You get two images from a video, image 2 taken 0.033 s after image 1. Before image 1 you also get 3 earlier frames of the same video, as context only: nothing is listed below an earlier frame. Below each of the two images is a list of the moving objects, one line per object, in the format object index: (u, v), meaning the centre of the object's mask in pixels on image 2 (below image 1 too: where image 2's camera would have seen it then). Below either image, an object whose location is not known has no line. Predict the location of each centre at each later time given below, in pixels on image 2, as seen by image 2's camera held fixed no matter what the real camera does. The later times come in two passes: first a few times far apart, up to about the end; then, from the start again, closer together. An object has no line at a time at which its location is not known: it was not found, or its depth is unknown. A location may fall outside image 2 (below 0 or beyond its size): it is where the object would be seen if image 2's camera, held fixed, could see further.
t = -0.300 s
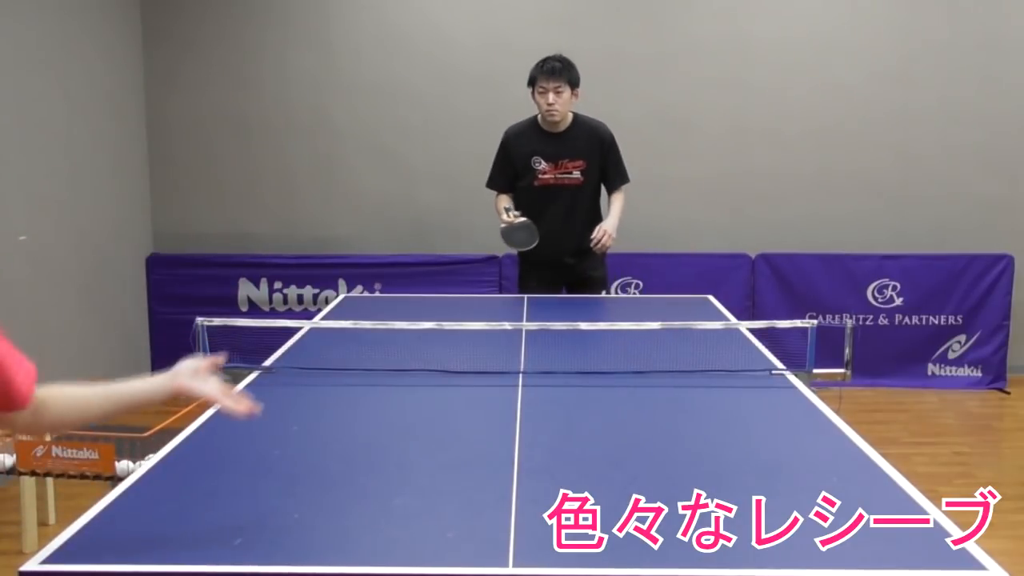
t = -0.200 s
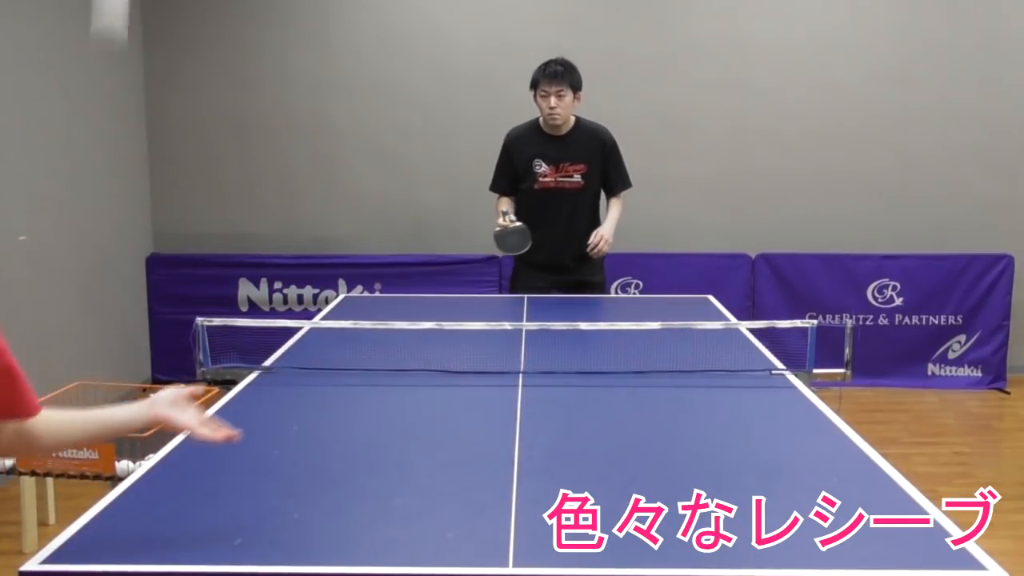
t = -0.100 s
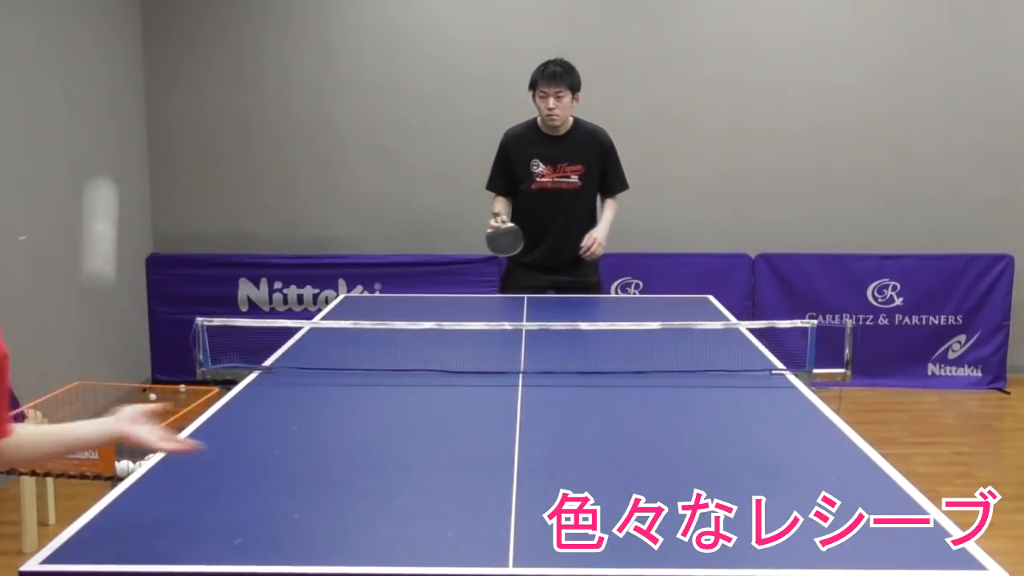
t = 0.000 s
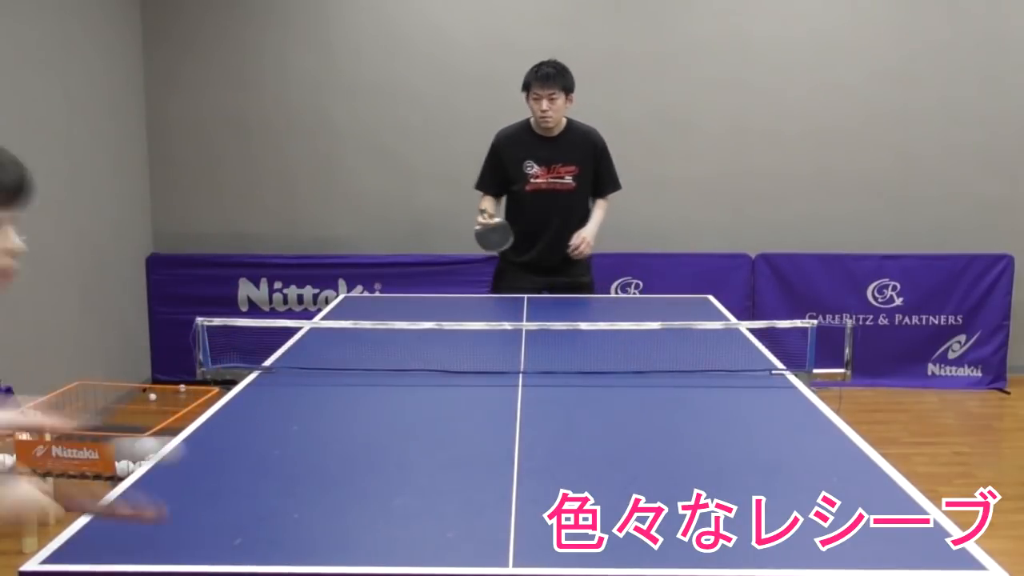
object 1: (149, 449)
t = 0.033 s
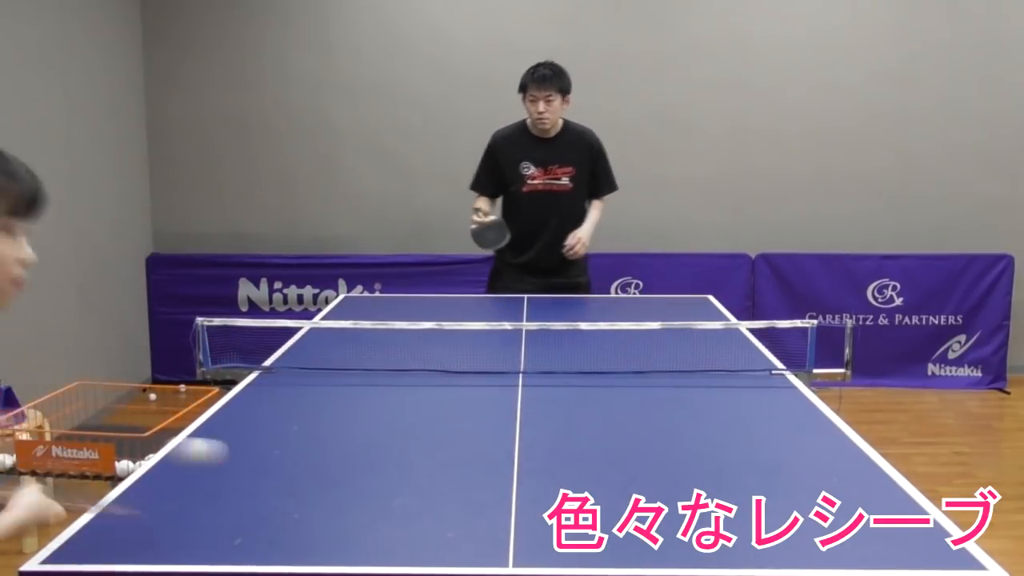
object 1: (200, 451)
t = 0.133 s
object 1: (290, 451)
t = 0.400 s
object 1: (377, 279)
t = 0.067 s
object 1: (235, 454)
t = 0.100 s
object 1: (265, 461)
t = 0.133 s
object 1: (290, 451)
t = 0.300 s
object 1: (351, 300)
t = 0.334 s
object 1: (360, 287)
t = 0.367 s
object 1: (370, 282)
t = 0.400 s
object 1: (377, 279)
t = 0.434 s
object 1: (384, 279)
